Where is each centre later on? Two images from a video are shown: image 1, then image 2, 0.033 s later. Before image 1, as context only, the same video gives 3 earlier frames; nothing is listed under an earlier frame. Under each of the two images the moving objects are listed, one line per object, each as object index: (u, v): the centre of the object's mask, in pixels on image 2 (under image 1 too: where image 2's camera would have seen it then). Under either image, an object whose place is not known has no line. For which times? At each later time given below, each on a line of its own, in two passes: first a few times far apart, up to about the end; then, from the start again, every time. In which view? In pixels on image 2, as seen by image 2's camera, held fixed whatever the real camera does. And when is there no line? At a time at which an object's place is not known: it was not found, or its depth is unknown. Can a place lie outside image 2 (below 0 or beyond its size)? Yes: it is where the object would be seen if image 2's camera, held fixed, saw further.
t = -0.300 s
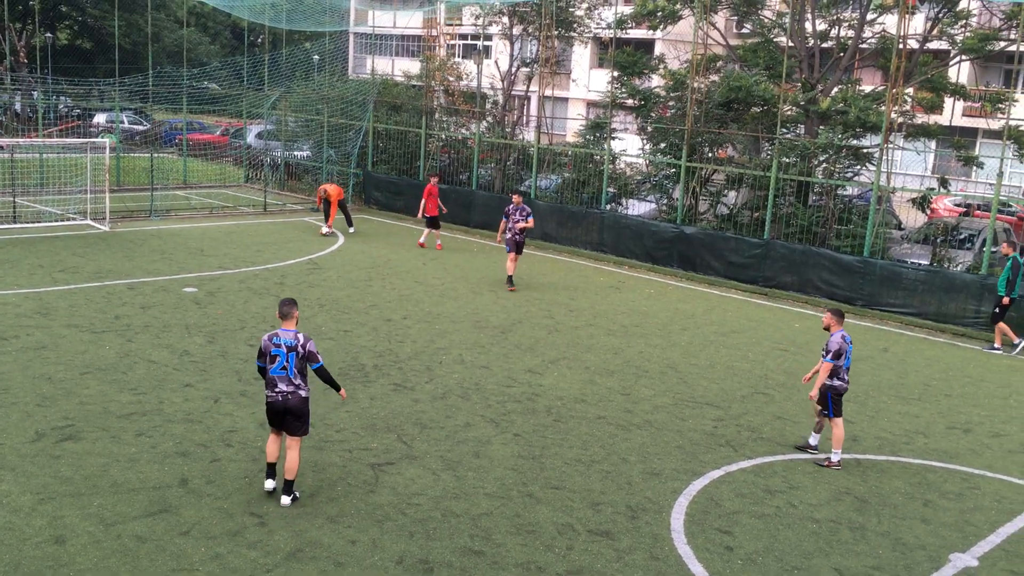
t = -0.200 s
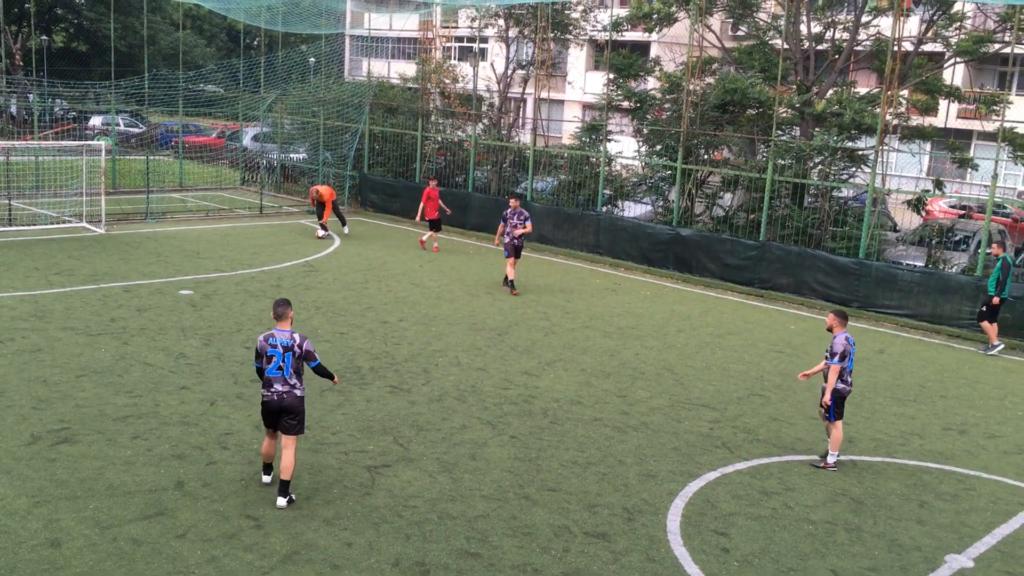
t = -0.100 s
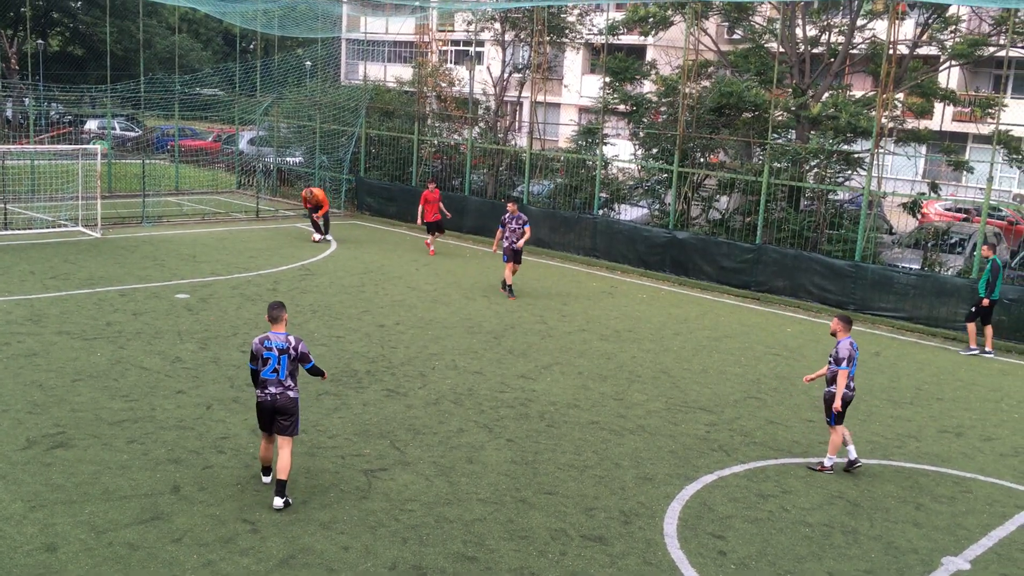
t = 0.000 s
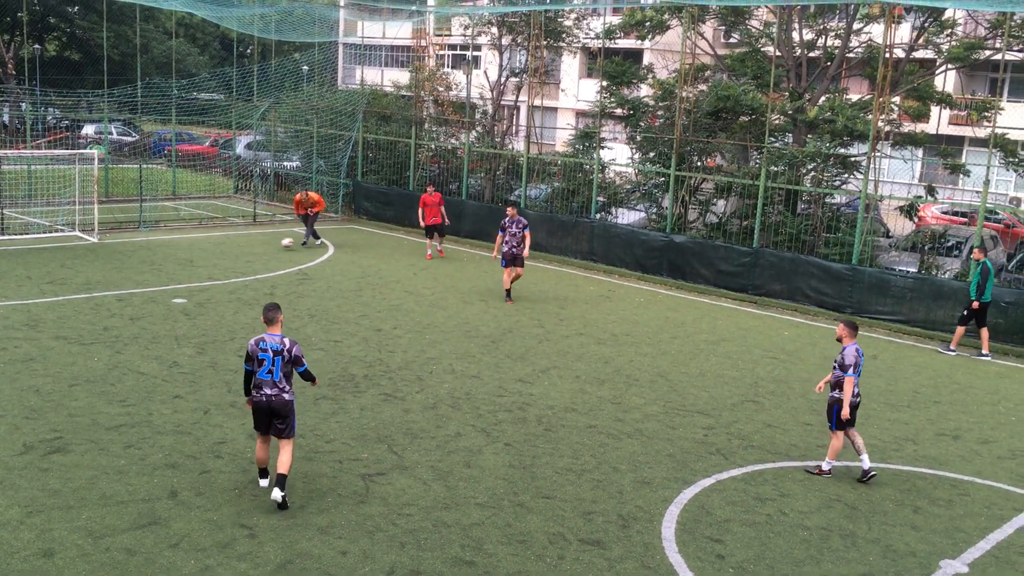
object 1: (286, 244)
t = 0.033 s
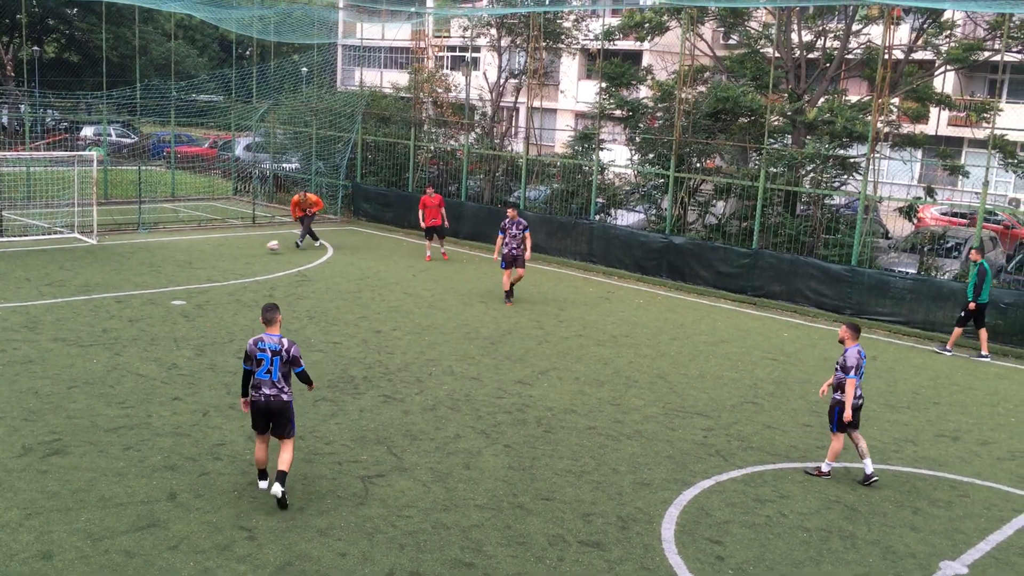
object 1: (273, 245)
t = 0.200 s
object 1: (201, 259)
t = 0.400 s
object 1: (110, 272)
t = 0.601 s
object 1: (23, 279)
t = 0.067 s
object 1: (260, 247)
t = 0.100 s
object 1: (245, 249)
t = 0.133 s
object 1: (231, 252)
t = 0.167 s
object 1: (216, 255)
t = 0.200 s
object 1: (201, 259)
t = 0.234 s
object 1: (186, 260)
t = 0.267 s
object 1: (172, 260)
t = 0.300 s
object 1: (156, 262)
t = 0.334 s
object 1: (142, 265)
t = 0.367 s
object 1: (126, 268)
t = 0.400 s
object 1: (110, 272)
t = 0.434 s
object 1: (95, 272)
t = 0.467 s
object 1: (82, 272)
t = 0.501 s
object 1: (67, 272)
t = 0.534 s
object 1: (52, 274)
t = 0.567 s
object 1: (37, 276)
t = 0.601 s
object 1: (23, 279)
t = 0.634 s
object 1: (7, 282)
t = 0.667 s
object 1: (-6, 285)
